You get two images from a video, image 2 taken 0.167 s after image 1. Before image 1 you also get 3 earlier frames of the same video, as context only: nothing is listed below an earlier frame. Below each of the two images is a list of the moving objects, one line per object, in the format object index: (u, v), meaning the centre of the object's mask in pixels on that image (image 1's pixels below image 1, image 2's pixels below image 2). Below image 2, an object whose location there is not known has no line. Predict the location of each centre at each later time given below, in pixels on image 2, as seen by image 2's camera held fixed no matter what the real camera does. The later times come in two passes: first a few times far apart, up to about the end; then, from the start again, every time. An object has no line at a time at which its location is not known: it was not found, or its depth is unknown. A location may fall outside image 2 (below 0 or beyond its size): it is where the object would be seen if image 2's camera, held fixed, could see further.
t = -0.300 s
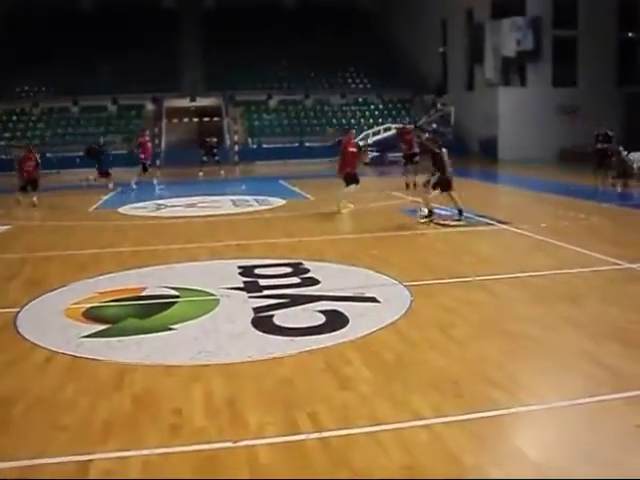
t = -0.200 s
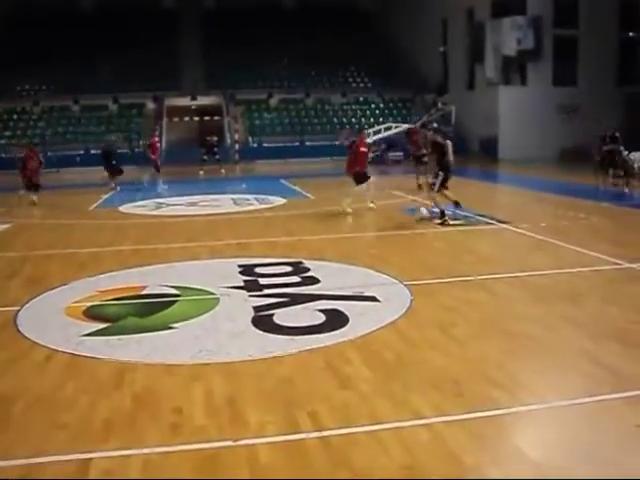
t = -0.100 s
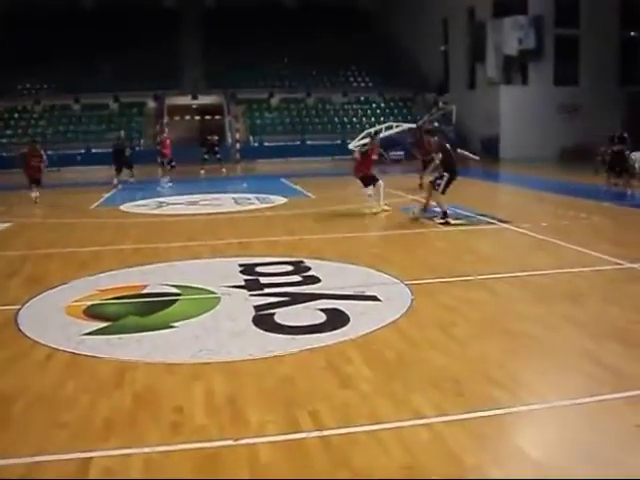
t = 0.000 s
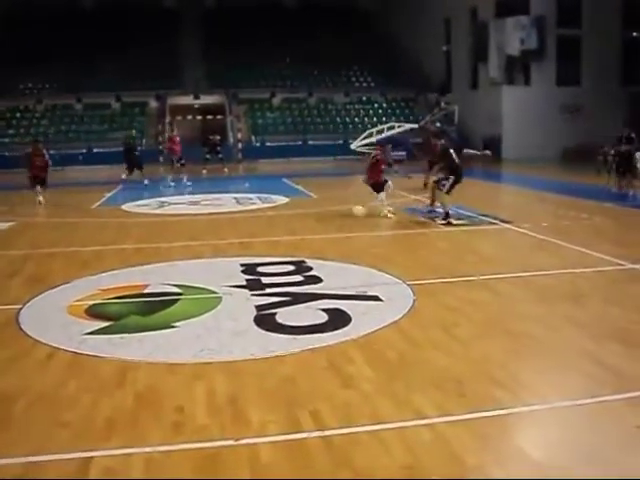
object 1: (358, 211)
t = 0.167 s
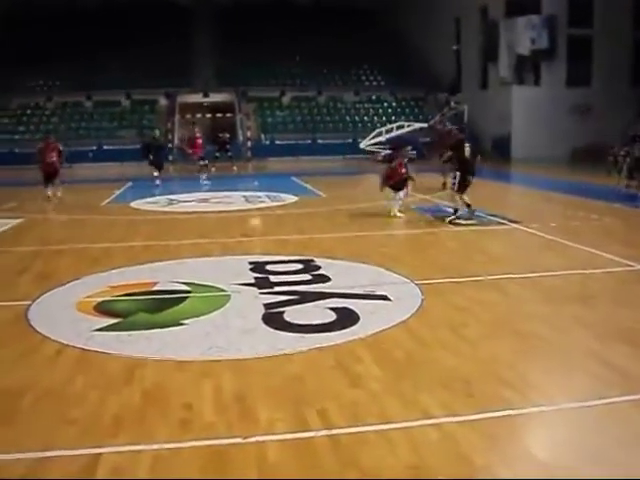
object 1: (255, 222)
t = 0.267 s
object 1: (186, 231)
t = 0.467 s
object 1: (55, 242)
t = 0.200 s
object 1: (229, 230)
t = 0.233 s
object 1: (208, 231)
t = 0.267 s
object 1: (186, 231)
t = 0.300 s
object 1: (164, 232)
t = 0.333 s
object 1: (141, 234)
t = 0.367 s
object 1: (119, 238)
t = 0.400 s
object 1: (99, 239)
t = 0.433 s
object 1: (78, 241)
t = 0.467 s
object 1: (55, 242)
